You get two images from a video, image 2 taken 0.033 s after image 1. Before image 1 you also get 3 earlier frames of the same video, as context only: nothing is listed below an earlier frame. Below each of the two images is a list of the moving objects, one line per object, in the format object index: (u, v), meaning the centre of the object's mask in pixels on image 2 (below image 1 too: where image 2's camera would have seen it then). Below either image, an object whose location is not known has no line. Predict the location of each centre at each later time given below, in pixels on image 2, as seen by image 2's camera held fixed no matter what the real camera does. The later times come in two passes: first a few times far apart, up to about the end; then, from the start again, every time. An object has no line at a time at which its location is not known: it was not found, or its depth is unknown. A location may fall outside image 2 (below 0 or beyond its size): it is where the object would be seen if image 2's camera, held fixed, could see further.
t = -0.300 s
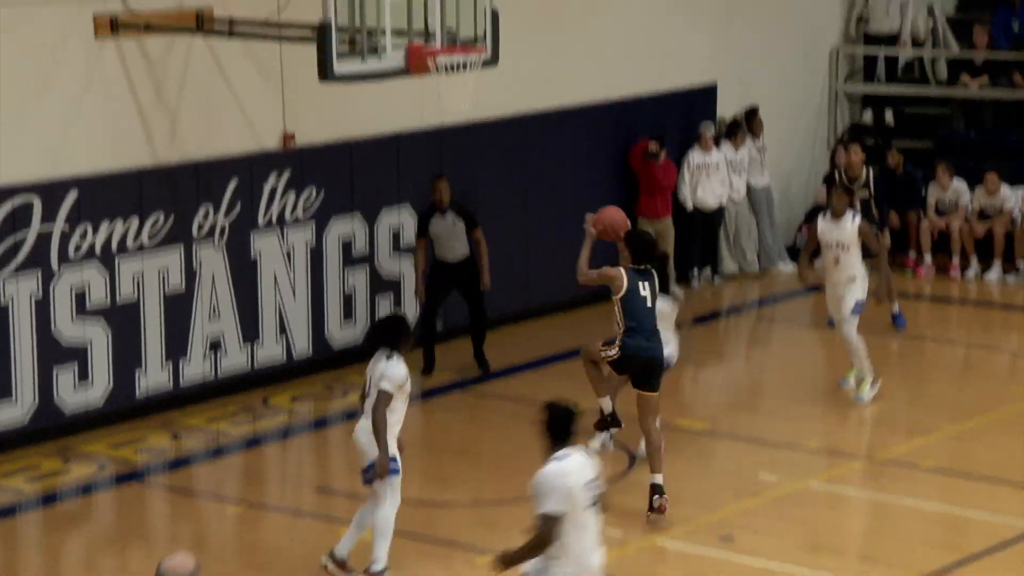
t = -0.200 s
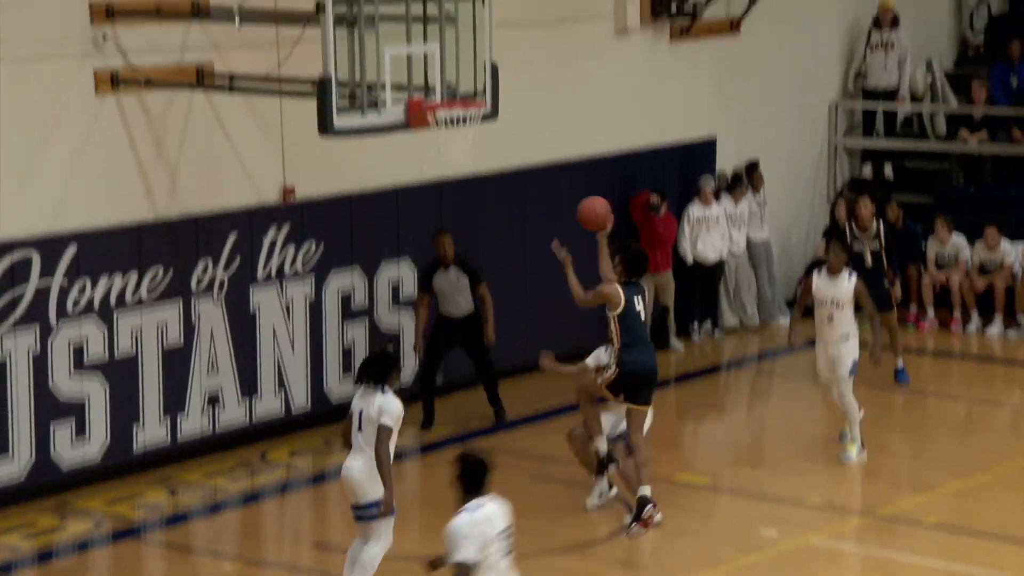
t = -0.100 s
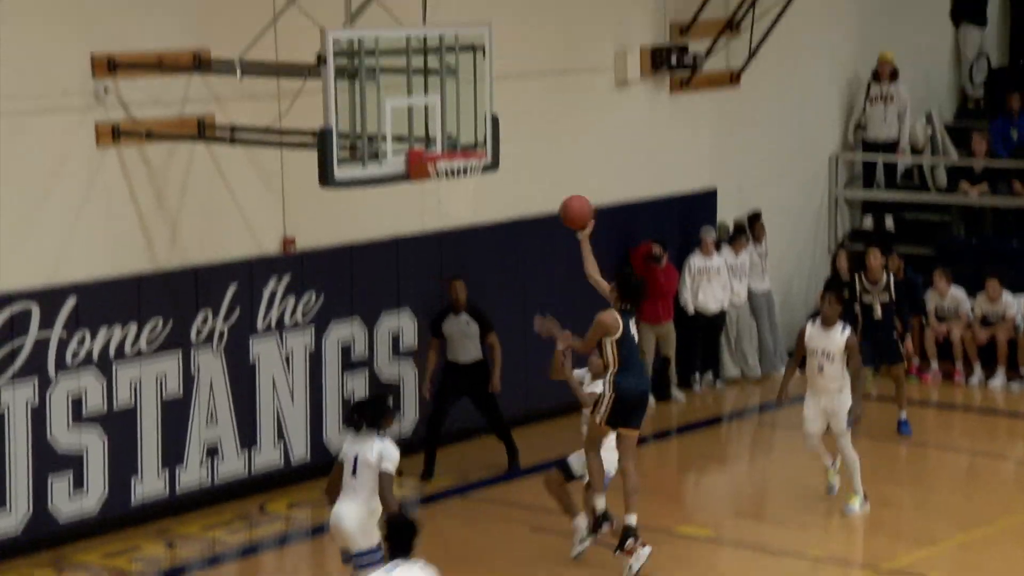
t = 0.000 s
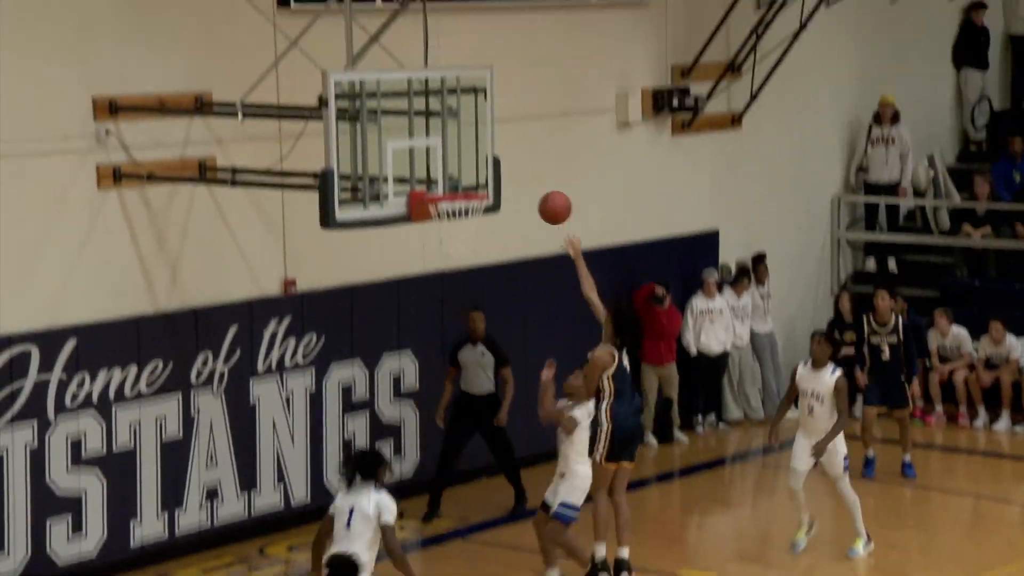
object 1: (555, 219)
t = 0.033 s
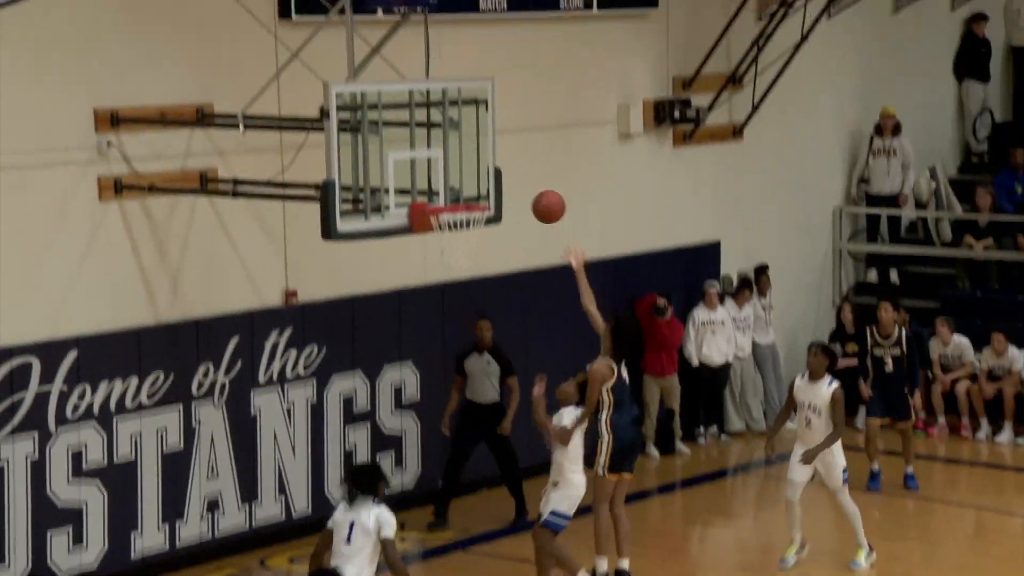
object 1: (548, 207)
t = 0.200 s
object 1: (513, 171)
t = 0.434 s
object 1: (466, 185)
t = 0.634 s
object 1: (450, 237)
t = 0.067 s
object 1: (541, 196)
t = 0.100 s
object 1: (535, 188)
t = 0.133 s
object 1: (527, 181)
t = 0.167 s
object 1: (520, 175)
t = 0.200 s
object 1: (513, 171)
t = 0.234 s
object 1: (507, 169)
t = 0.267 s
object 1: (500, 168)
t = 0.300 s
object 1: (494, 168)
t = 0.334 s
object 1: (487, 170)
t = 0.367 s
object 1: (480, 173)
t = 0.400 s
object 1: (473, 178)
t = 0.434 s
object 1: (466, 185)
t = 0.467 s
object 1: (460, 193)
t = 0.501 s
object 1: (454, 199)
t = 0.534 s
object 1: (449, 209)
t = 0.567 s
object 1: (447, 223)
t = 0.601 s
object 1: (447, 230)
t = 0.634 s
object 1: (450, 237)
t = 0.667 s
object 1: (453, 241)
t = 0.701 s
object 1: (457, 244)
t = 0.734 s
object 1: (461, 247)
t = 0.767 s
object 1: (465, 252)
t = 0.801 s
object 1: (469, 256)
